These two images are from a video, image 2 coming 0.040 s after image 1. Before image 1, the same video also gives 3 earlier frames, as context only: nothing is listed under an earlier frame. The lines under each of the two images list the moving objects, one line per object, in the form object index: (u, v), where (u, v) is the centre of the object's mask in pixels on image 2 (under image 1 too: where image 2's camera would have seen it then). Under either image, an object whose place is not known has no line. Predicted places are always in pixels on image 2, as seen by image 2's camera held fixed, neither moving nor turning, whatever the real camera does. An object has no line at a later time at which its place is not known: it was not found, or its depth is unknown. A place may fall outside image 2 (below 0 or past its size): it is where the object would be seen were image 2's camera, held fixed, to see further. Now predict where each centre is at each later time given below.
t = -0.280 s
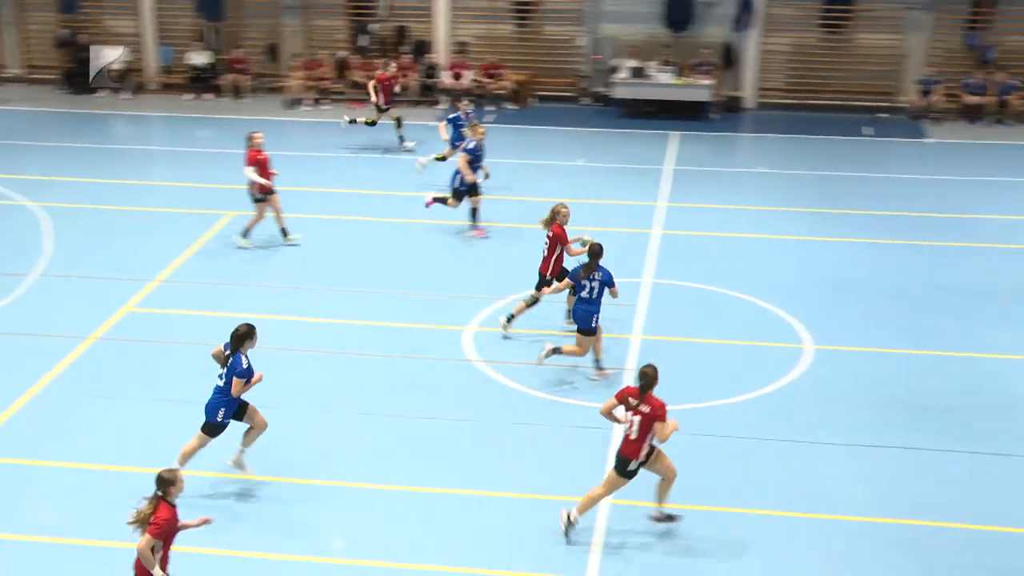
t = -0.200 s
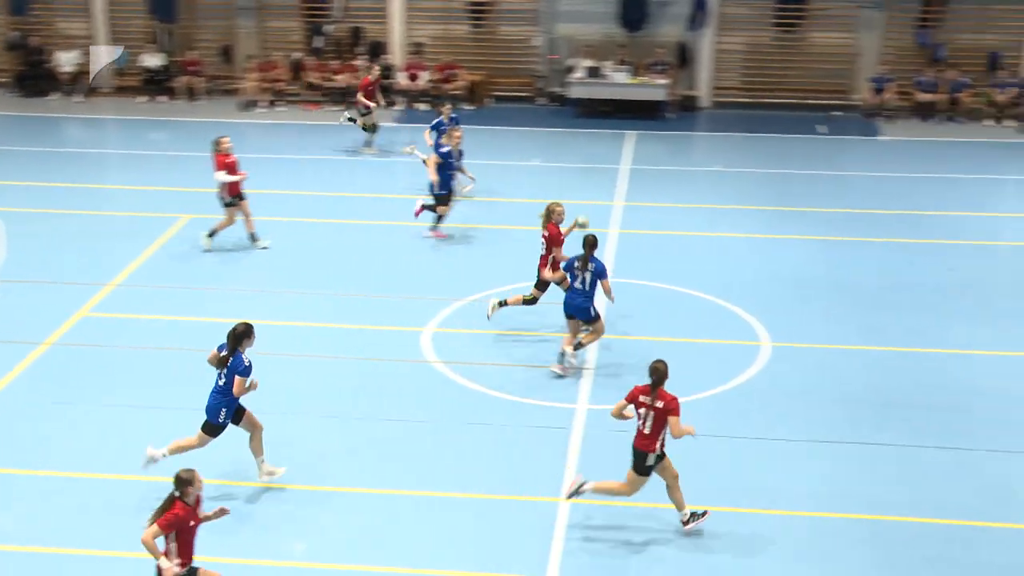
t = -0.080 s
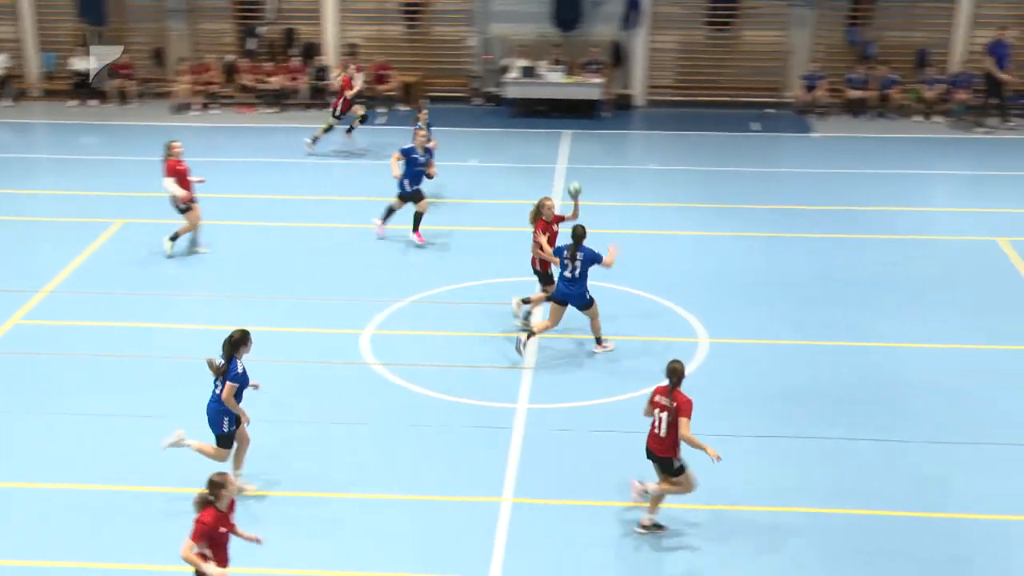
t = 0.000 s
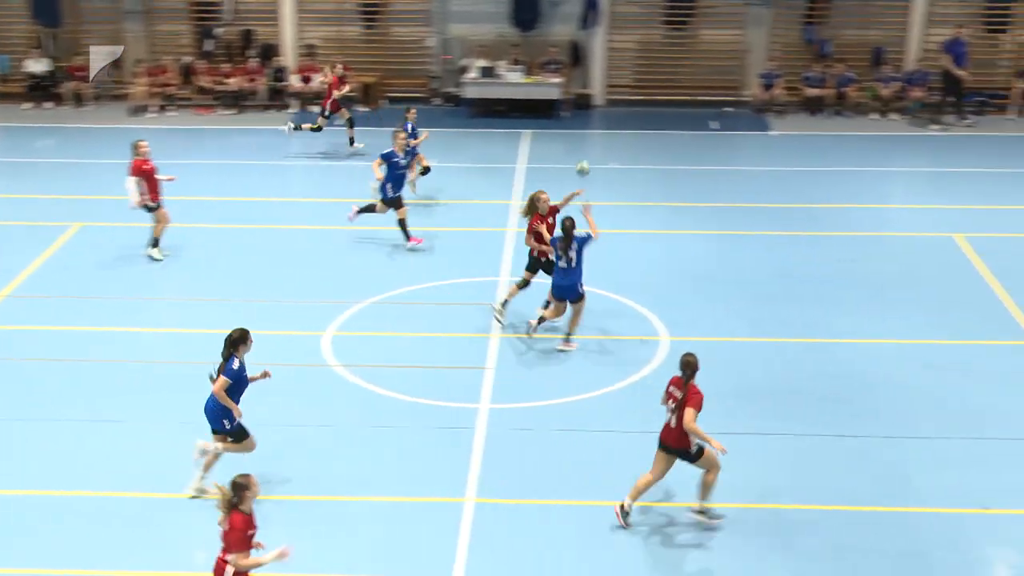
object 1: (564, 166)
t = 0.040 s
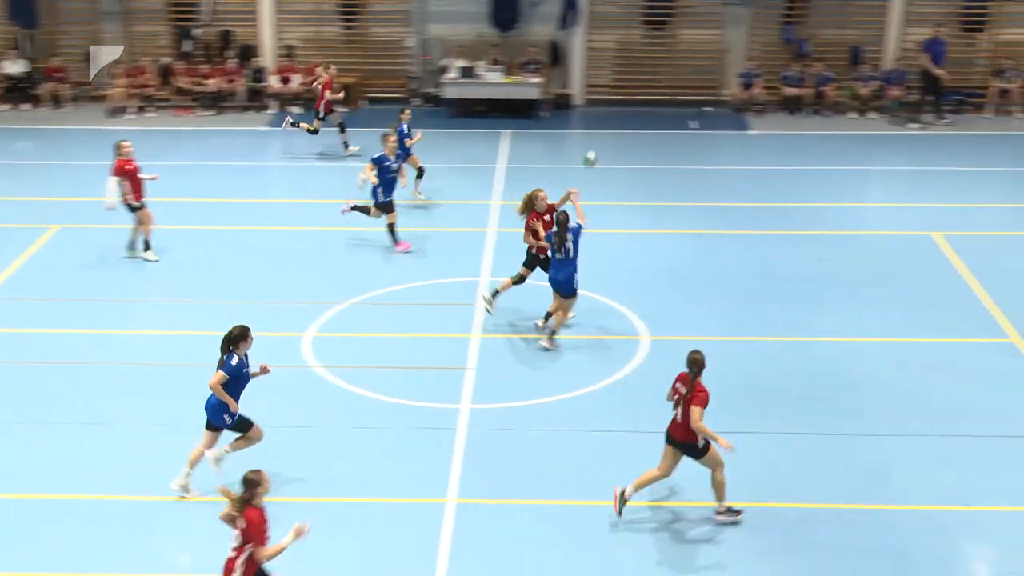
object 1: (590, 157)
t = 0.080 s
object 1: (617, 149)
